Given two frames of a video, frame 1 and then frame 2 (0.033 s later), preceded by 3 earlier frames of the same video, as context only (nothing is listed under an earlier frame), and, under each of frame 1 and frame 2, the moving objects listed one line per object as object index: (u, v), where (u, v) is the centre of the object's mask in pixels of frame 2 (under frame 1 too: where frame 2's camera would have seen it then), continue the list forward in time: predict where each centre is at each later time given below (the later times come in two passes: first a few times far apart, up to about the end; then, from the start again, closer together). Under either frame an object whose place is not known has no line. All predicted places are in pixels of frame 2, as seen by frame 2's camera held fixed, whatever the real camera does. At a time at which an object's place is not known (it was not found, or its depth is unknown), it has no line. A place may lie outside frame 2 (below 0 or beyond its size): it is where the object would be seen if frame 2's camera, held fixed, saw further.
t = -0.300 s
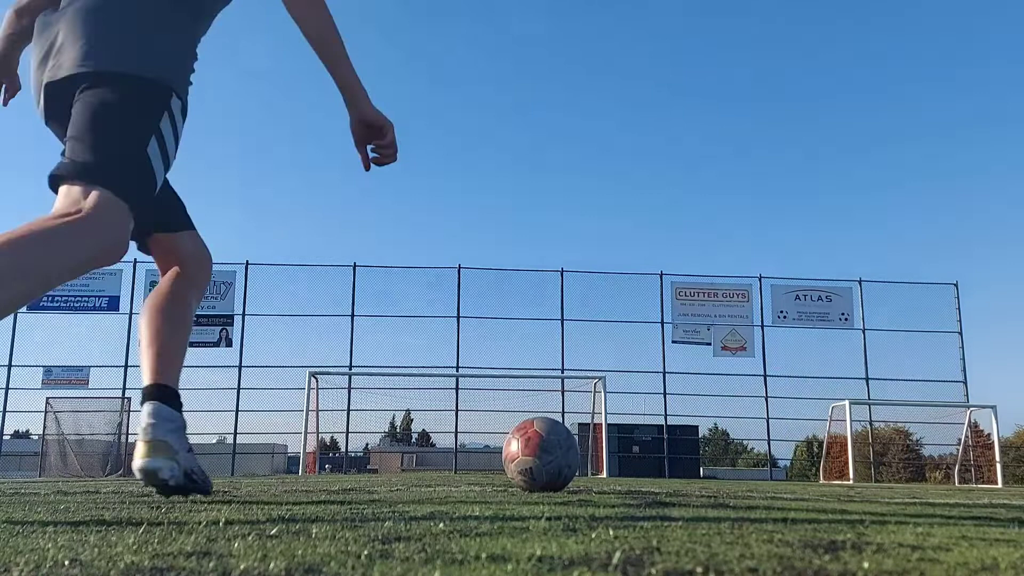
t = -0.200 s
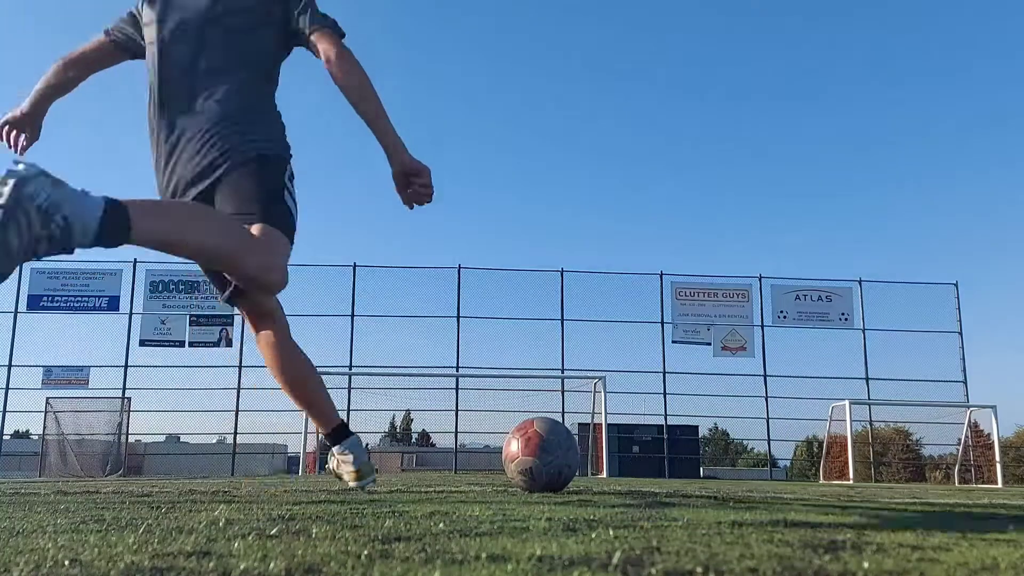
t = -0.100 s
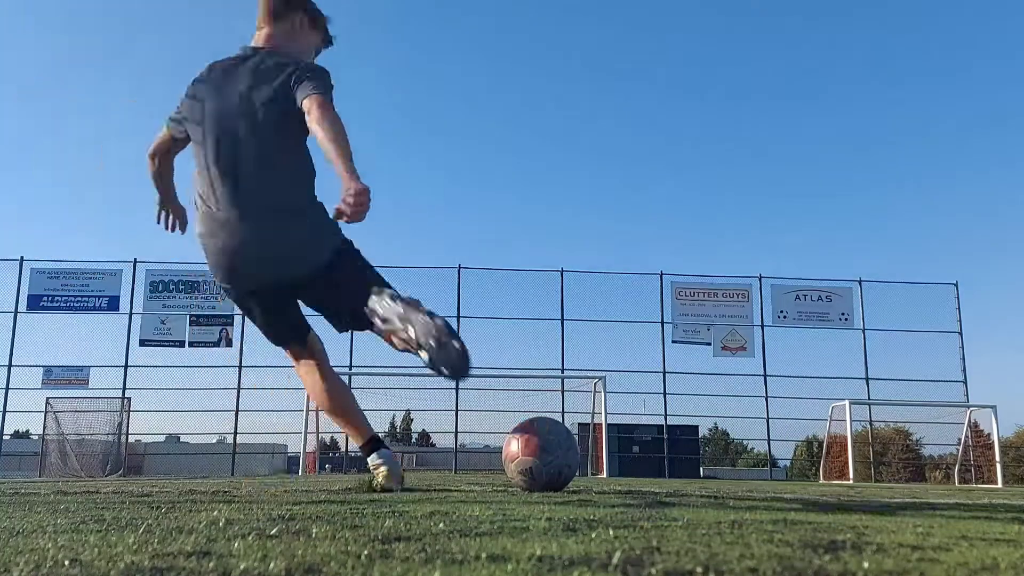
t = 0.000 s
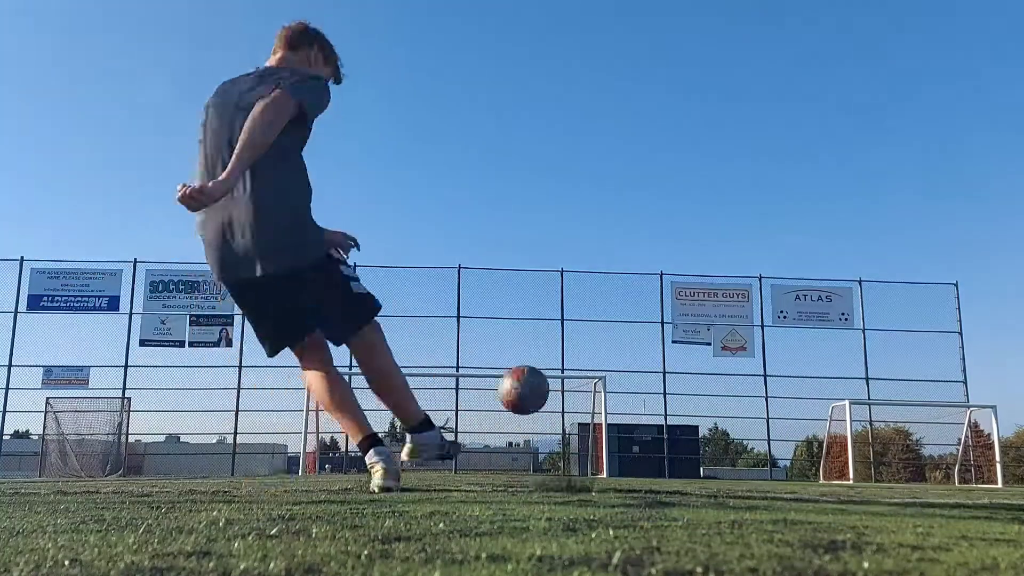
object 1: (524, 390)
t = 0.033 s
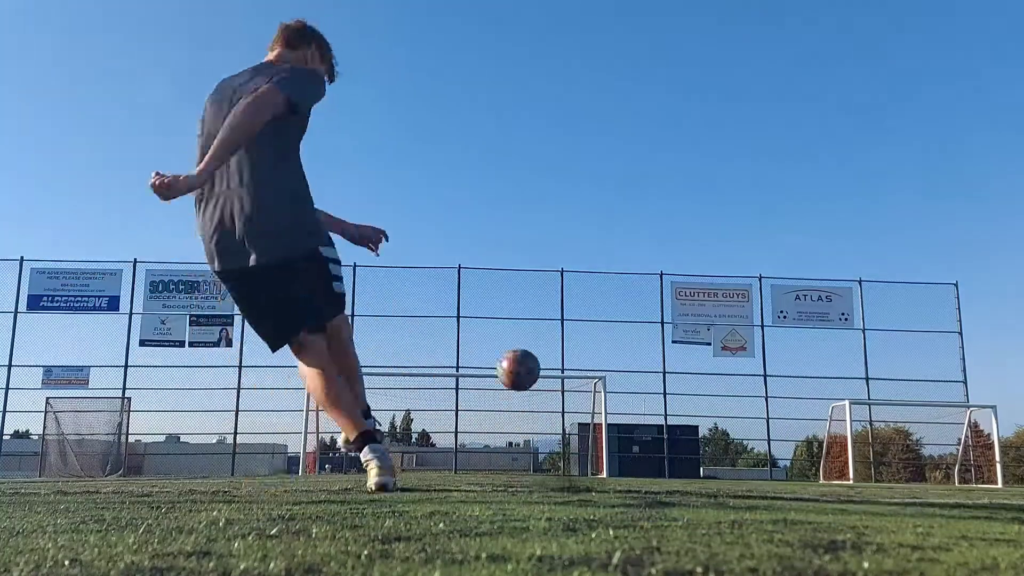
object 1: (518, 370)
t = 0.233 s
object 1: (511, 326)
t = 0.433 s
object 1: (514, 324)
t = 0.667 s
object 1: (520, 337)
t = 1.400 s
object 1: (550, 262)
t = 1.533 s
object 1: (558, 235)
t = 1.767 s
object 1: (571, 206)
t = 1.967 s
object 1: (583, 197)
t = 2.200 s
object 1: (597, 203)
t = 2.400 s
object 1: (609, 224)
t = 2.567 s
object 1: (619, 251)
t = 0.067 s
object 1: (516, 355)
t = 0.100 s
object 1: (514, 346)
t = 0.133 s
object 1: (512, 338)
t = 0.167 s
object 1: (511, 333)
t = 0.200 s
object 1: (511, 329)
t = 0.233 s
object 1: (511, 326)
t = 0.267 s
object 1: (511, 325)
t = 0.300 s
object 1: (512, 324)
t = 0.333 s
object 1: (512, 323)
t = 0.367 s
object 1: (512, 323)
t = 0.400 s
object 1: (514, 324)
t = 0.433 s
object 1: (514, 324)
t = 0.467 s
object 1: (515, 326)
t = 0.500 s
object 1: (516, 327)
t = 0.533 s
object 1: (517, 328)
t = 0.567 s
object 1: (518, 330)
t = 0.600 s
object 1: (519, 333)
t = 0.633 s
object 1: (519, 335)
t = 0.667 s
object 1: (520, 337)
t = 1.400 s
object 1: (550, 262)
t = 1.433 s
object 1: (552, 255)
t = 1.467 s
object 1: (554, 248)
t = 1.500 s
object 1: (556, 241)
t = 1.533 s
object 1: (558, 235)
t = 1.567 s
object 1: (560, 230)
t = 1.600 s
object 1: (562, 225)
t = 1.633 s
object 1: (564, 220)
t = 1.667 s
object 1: (566, 216)
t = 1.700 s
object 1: (568, 212)
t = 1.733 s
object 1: (569, 209)
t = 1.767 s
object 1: (571, 206)
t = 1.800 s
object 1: (573, 203)
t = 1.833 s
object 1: (575, 201)
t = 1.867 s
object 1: (577, 200)
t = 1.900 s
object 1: (579, 198)
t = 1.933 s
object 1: (581, 197)
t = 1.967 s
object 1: (583, 197)
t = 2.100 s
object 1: (591, 198)
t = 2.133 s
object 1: (593, 200)
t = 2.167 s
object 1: (595, 201)
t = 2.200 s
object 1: (597, 203)
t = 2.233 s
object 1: (599, 206)
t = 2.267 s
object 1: (601, 208)
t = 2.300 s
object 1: (603, 212)
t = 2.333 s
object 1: (605, 215)
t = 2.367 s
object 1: (607, 219)
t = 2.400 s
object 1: (609, 224)
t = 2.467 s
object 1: (613, 233)
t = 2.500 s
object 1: (615, 239)
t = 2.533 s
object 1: (617, 244)
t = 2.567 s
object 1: (619, 251)
